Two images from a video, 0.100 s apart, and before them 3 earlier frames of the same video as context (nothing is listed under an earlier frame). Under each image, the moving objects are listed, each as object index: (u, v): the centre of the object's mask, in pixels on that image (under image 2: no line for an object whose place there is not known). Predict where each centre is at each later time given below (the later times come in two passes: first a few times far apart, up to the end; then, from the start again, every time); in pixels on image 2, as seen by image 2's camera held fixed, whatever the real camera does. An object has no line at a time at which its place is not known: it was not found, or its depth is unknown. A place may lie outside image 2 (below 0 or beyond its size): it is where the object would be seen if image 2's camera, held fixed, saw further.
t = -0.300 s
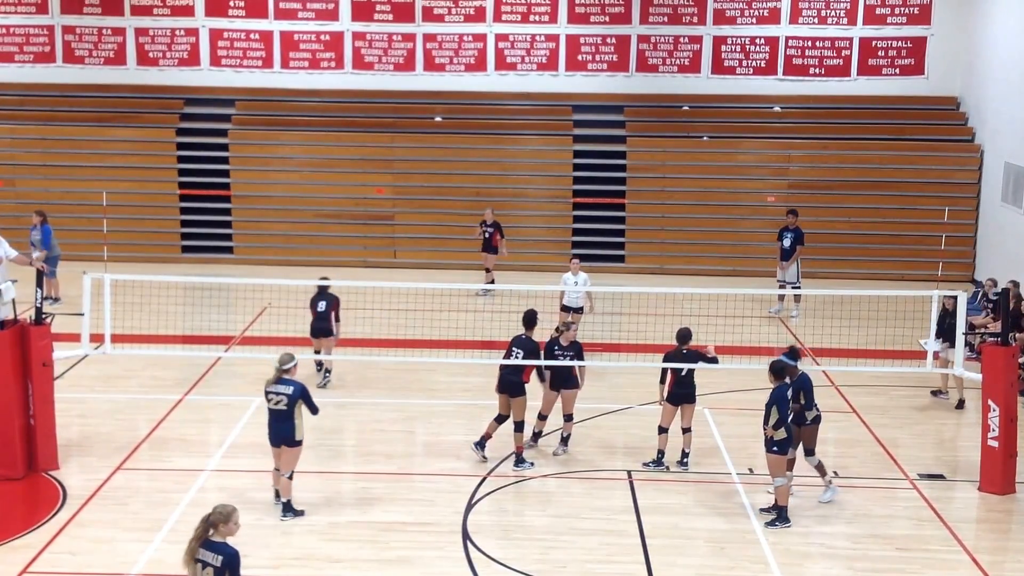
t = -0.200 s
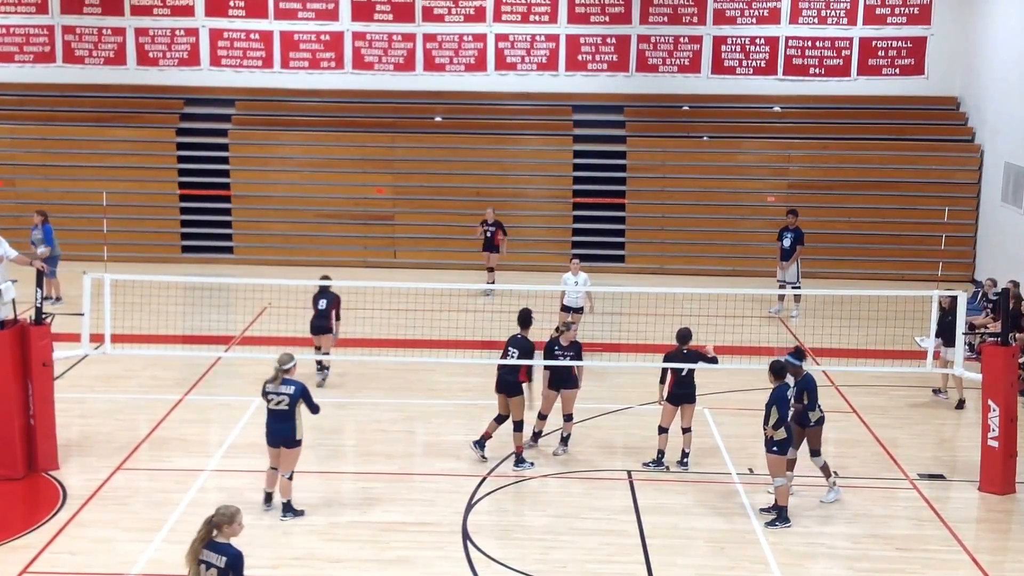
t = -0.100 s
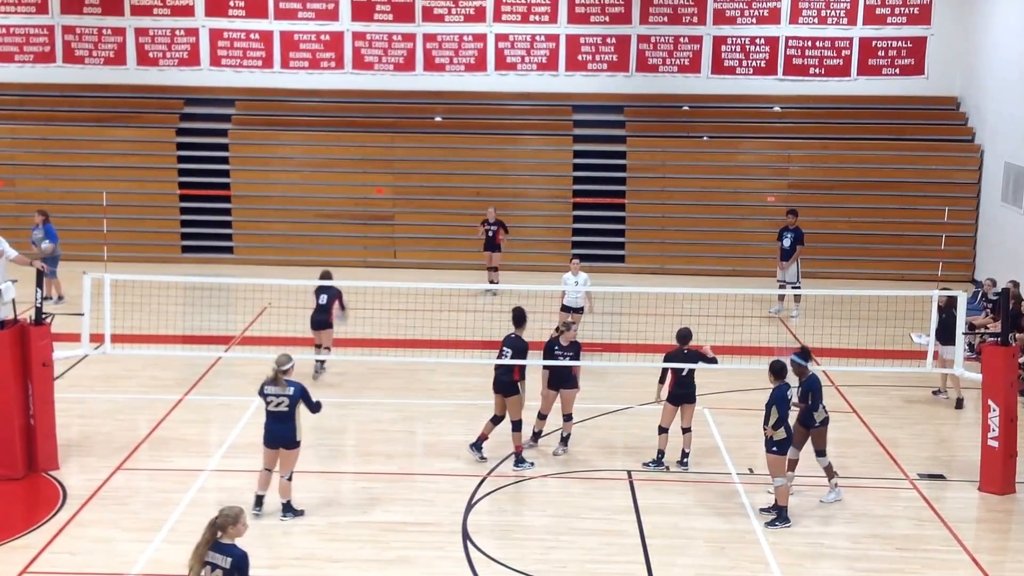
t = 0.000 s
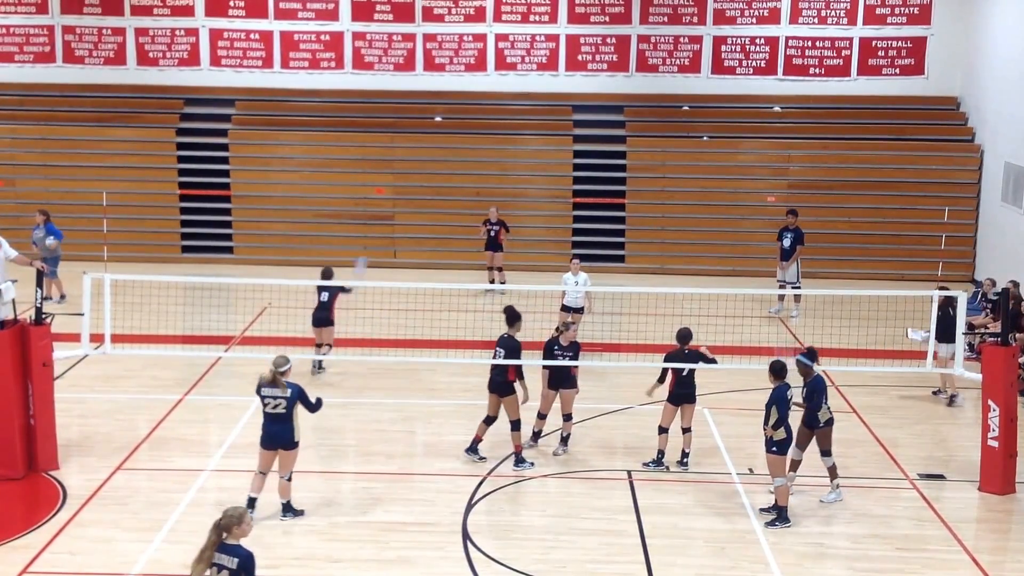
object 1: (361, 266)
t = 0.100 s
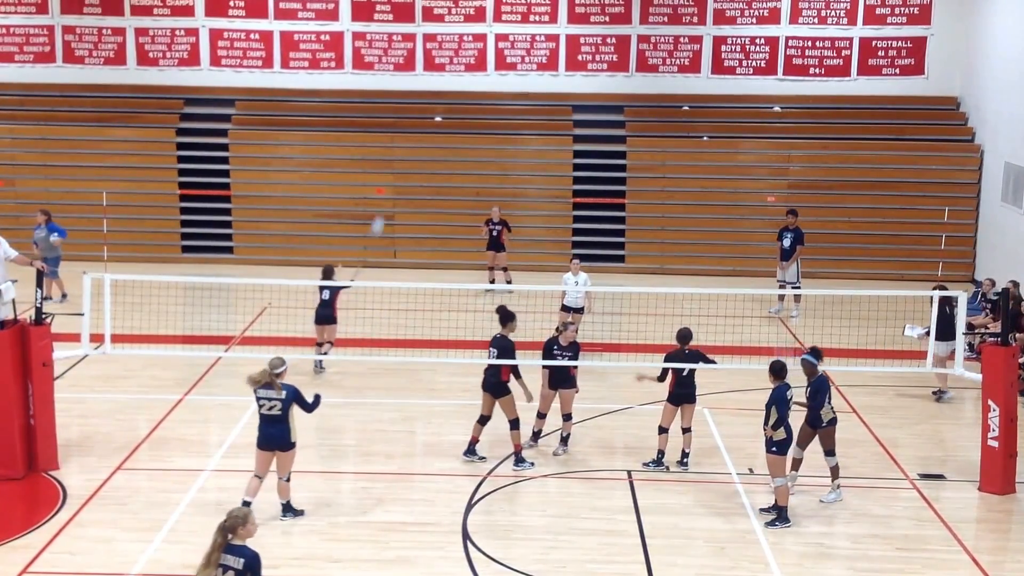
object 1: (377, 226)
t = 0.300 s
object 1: (408, 167)
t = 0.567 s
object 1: (441, 134)
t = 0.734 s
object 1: (458, 135)
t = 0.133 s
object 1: (383, 214)
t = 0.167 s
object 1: (388, 203)
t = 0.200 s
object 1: (393, 193)
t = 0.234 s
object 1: (398, 184)
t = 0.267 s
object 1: (403, 175)
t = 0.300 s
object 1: (408, 167)
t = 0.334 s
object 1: (413, 160)
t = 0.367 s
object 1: (417, 154)
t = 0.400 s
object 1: (421, 149)
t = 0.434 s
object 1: (425, 144)
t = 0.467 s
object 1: (428, 141)
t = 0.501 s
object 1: (433, 138)
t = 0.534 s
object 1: (437, 136)
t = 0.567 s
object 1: (441, 134)
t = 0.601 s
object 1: (445, 133)
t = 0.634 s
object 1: (448, 133)
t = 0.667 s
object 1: (451, 133)
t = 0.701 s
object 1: (455, 134)
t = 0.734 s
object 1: (458, 135)
